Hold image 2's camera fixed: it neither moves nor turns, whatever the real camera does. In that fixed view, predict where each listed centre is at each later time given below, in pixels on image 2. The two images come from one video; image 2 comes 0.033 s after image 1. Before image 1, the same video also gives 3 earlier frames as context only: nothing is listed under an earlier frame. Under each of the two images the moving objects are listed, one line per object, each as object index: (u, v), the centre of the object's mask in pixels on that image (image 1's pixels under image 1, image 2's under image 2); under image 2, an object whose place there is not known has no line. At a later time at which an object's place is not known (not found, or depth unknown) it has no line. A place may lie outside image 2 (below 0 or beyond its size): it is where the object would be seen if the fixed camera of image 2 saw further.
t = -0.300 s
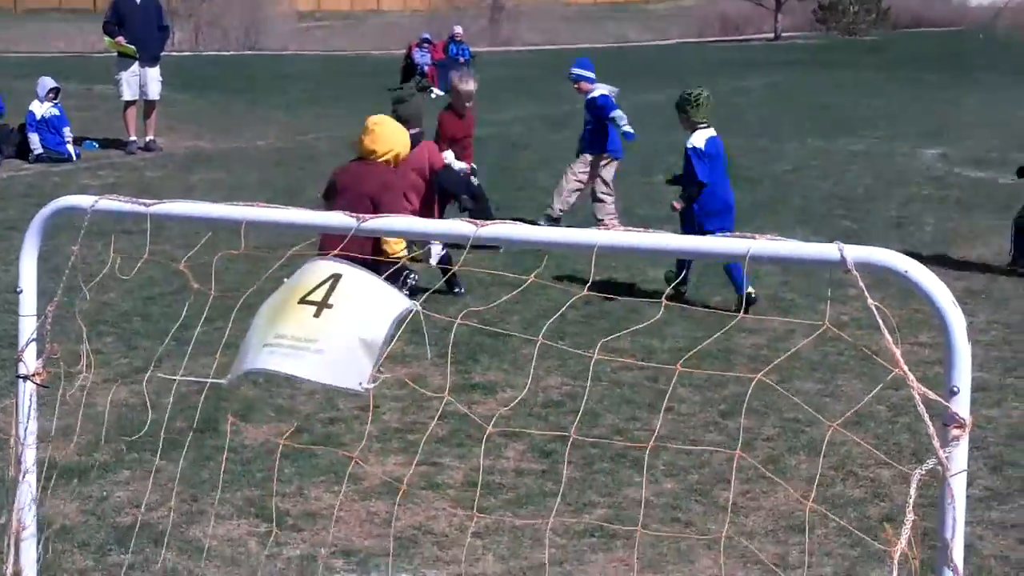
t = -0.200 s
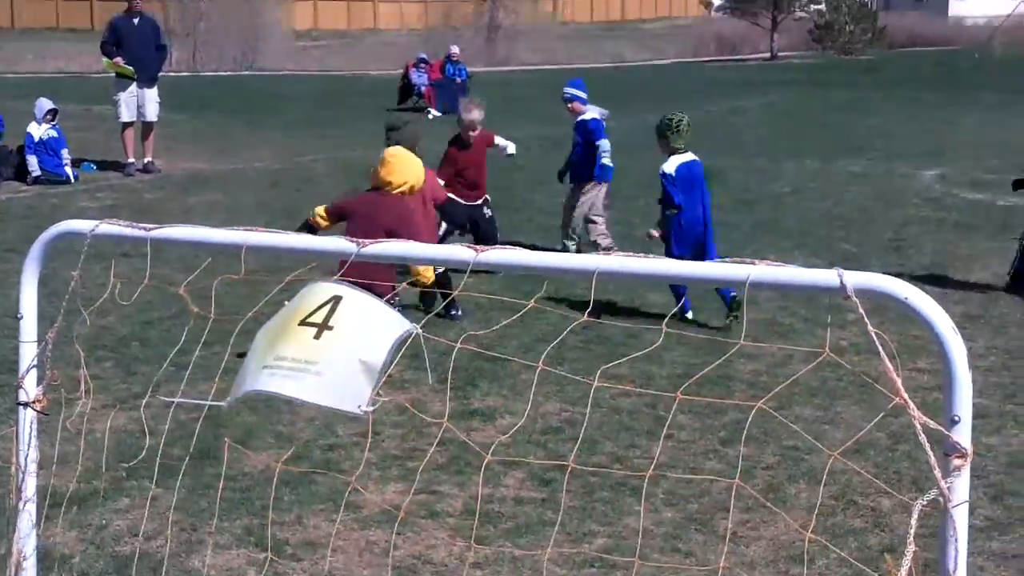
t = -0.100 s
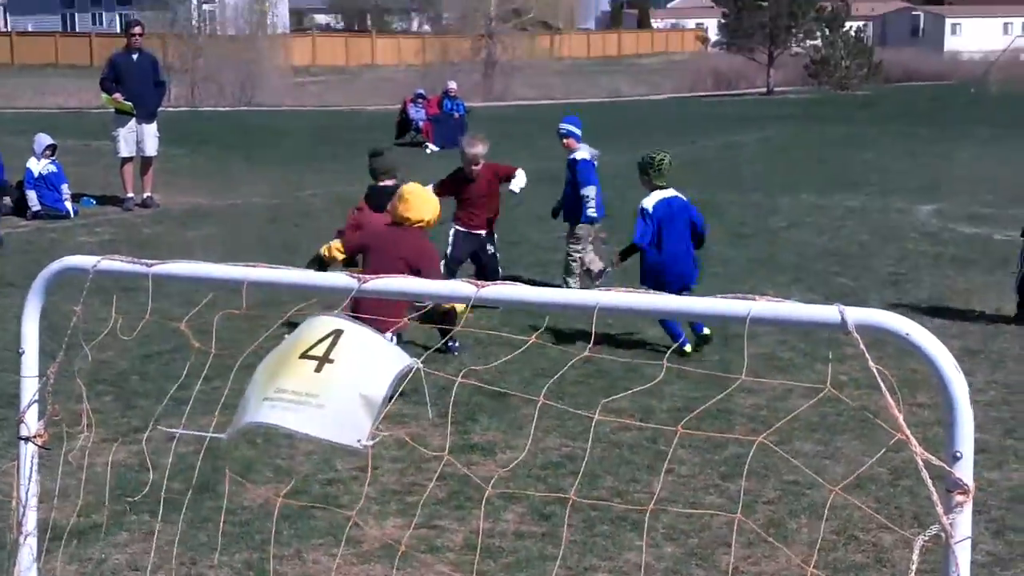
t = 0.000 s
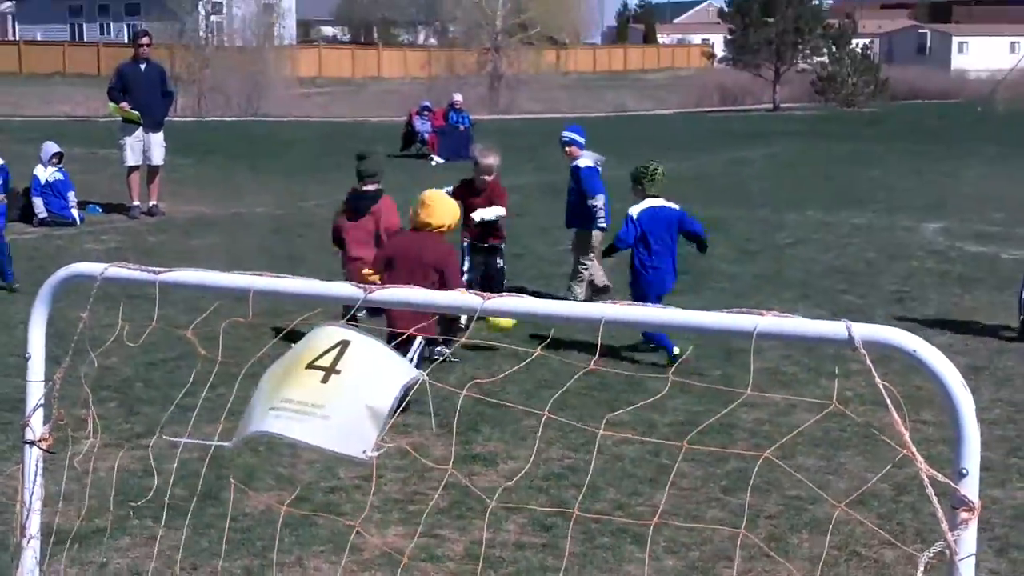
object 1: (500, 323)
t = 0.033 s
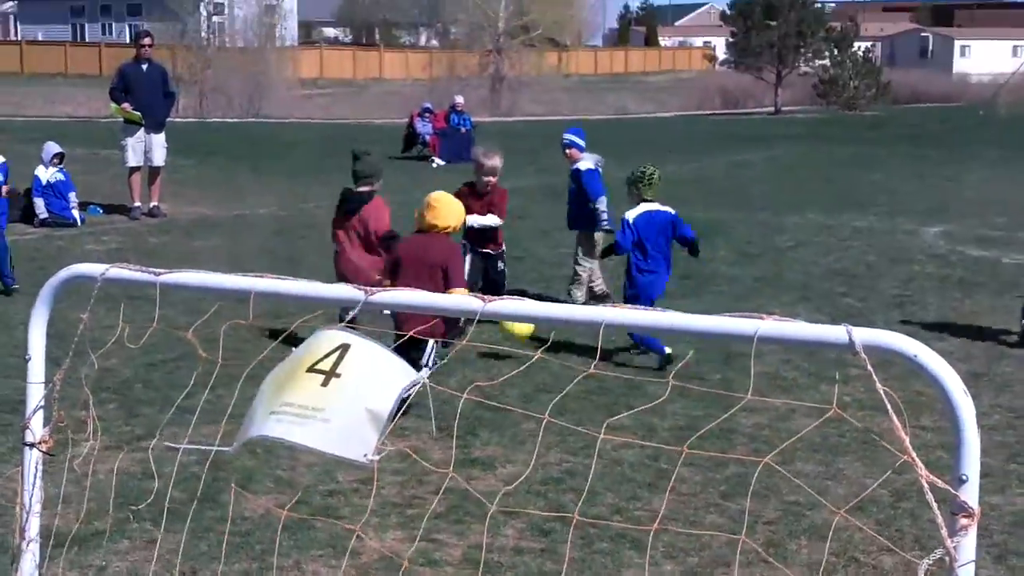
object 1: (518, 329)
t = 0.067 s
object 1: (535, 334)
